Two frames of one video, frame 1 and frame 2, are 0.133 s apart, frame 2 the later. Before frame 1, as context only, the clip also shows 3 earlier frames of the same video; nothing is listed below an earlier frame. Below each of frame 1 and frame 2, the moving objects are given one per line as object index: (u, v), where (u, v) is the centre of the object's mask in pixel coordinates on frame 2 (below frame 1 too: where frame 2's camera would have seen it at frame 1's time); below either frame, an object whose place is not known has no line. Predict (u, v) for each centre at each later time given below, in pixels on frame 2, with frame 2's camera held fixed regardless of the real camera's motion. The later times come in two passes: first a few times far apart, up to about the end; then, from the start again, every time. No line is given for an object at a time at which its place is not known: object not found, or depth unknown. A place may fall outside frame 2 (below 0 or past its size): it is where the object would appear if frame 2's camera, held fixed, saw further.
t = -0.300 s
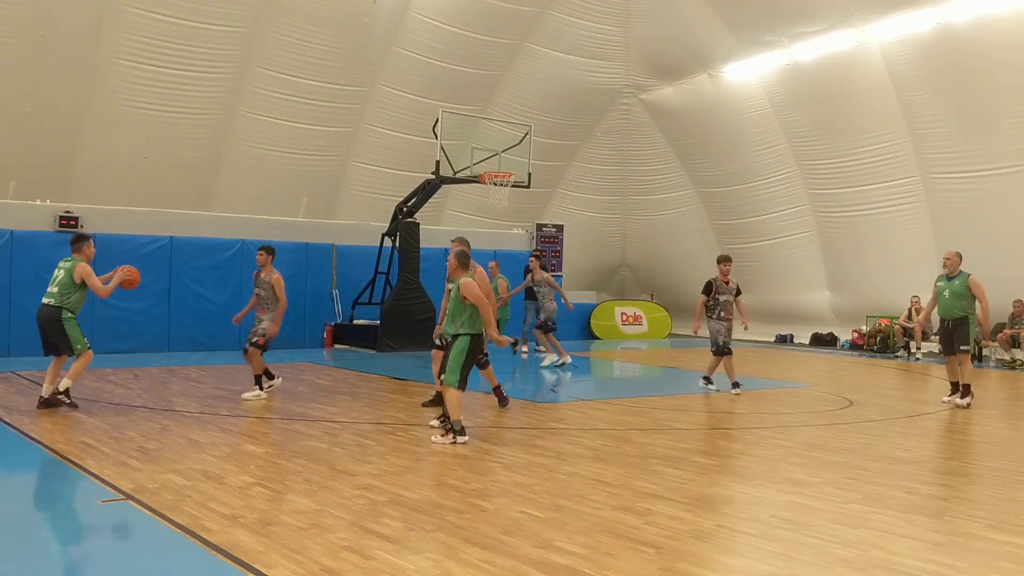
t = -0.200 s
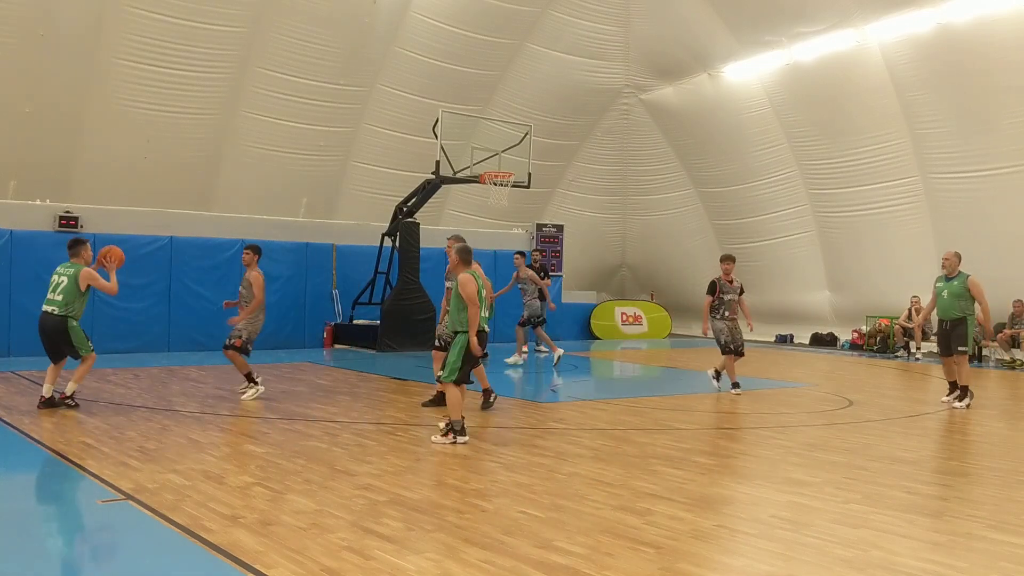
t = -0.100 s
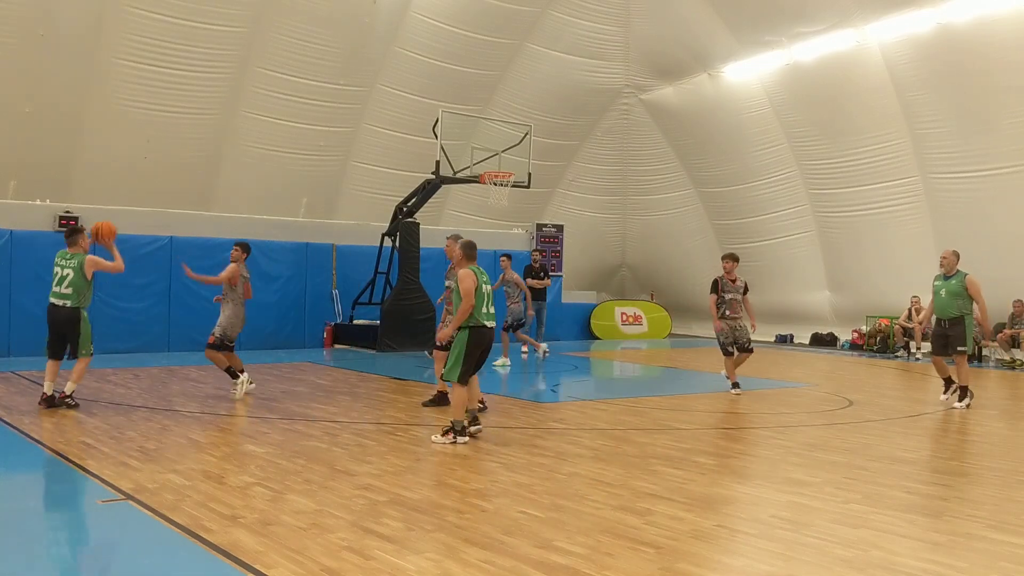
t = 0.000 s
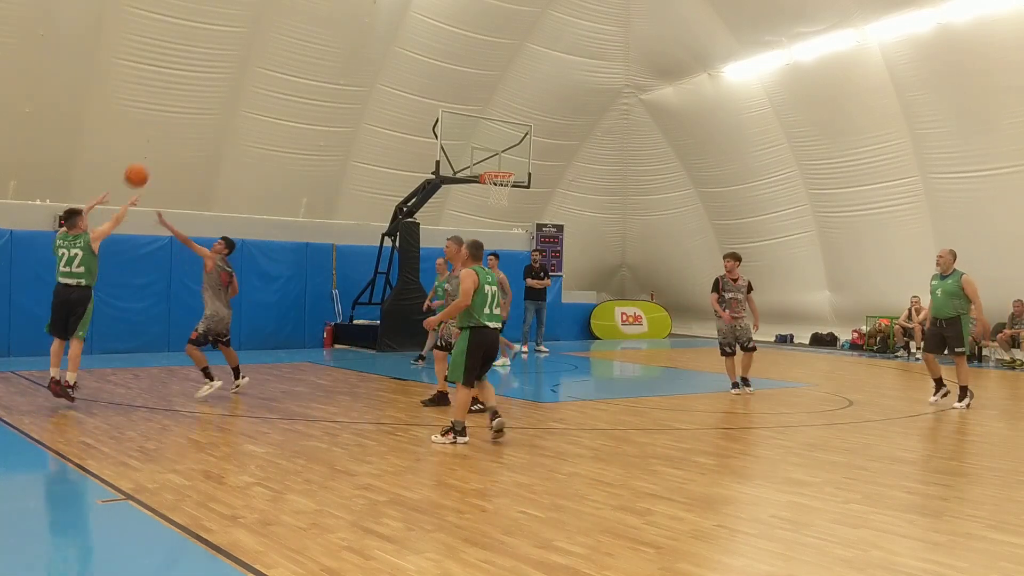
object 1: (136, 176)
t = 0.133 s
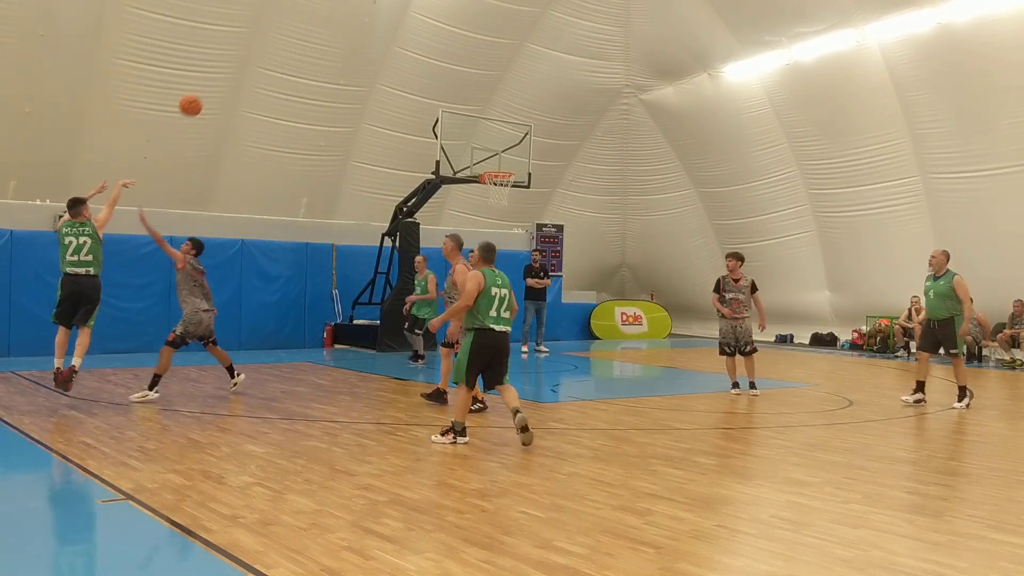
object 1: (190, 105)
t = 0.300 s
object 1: (250, 48)
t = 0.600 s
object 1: (337, 12)
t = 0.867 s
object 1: (399, 38)
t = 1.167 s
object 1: (457, 118)
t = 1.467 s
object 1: (472, 134)
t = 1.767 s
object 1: (454, 107)
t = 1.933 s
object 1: (444, 118)
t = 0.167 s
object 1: (203, 91)
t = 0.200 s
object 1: (215, 79)
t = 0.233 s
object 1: (227, 67)
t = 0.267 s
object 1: (238, 57)
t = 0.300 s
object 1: (250, 48)
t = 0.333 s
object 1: (260, 40)
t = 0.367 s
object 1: (271, 33)
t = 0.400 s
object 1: (281, 27)
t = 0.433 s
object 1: (291, 22)
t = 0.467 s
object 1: (300, 19)
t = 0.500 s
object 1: (310, 16)
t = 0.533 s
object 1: (319, 13)
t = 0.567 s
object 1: (328, 12)
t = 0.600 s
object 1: (337, 12)
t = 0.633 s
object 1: (346, 13)
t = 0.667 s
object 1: (354, 14)
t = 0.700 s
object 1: (362, 16)
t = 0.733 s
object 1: (370, 19)
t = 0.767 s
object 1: (377, 23)
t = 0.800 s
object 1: (385, 27)
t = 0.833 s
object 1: (392, 33)
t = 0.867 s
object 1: (399, 38)
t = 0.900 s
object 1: (407, 45)
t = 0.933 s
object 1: (413, 52)
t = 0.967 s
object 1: (419, 60)
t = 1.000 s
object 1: (426, 68)
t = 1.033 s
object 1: (433, 77)
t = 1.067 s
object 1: (439, 87)
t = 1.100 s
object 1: (445, 96)
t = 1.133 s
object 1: (451, 107)
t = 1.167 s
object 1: (457, 118)
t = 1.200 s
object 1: (462, 130)
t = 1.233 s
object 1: (467, 141)
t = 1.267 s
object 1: (472, 153)
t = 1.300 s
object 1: (478, 162)
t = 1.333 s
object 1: (481, 164)
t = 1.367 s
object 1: (478, 155)
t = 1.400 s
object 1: (476, 148)
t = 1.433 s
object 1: (474, 140)
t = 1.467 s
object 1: (472, 134)
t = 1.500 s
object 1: (470, 128)
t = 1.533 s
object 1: (468, 123)
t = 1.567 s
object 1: (465, 118)
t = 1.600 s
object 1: (463, 114)
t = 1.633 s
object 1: (461, 111)
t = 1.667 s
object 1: (459, 109)
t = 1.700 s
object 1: (457, 108)
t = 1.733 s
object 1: (455, 107)
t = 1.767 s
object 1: (454, 107)
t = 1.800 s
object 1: (452, 108)
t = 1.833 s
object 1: (450, 110)
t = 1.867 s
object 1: (448, 112)
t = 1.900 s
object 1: (446, 115)
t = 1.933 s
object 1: (444, 118)
